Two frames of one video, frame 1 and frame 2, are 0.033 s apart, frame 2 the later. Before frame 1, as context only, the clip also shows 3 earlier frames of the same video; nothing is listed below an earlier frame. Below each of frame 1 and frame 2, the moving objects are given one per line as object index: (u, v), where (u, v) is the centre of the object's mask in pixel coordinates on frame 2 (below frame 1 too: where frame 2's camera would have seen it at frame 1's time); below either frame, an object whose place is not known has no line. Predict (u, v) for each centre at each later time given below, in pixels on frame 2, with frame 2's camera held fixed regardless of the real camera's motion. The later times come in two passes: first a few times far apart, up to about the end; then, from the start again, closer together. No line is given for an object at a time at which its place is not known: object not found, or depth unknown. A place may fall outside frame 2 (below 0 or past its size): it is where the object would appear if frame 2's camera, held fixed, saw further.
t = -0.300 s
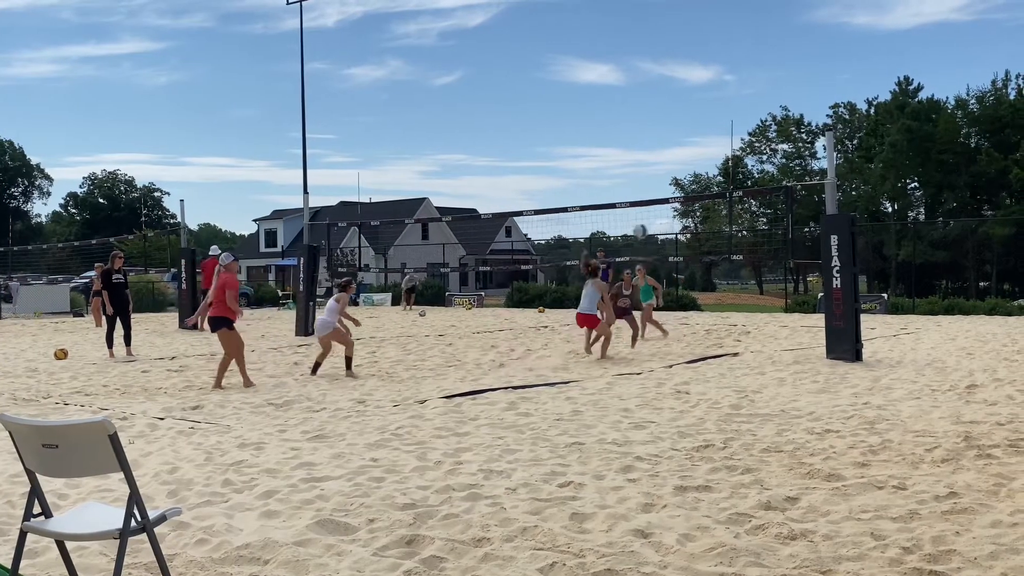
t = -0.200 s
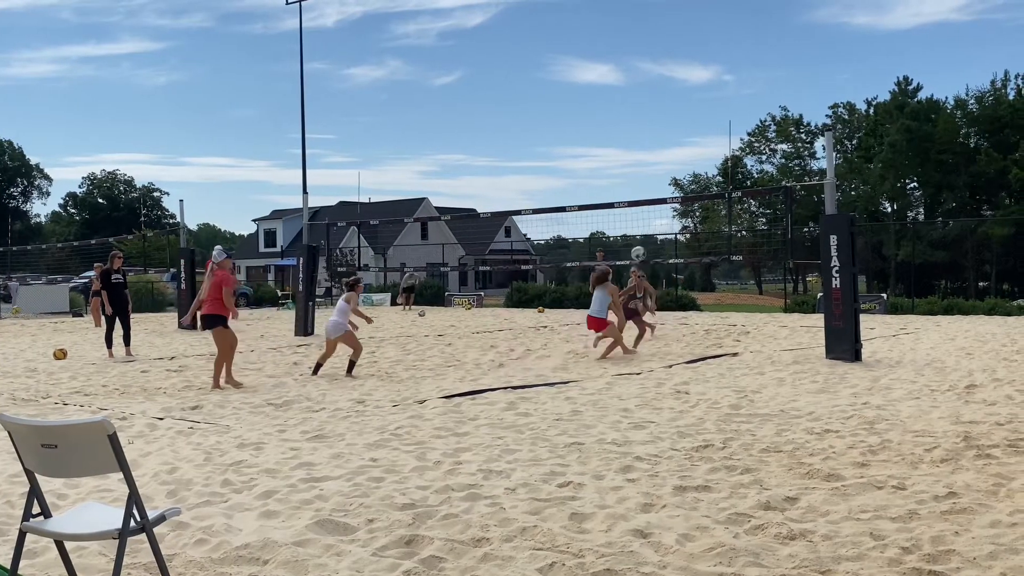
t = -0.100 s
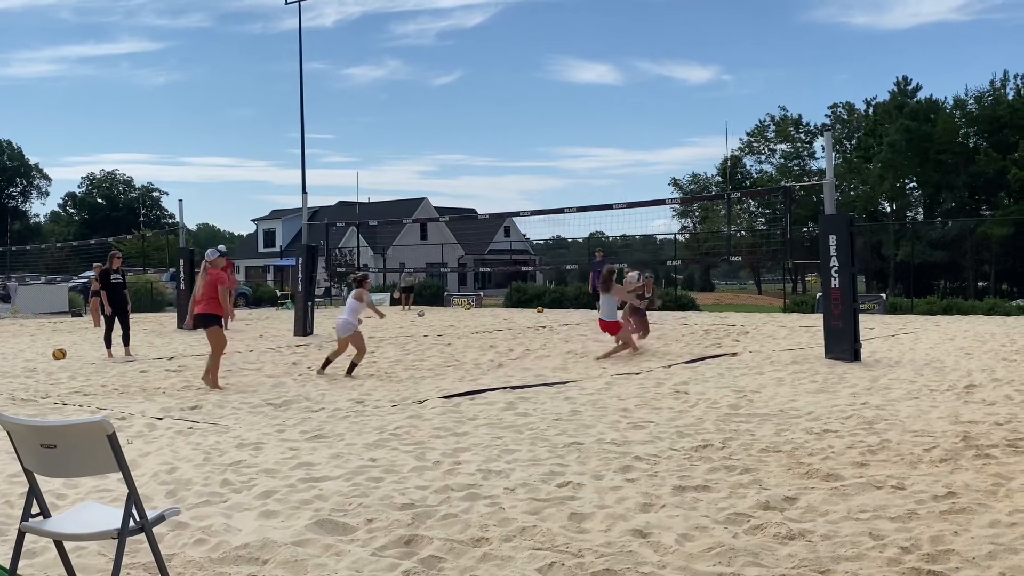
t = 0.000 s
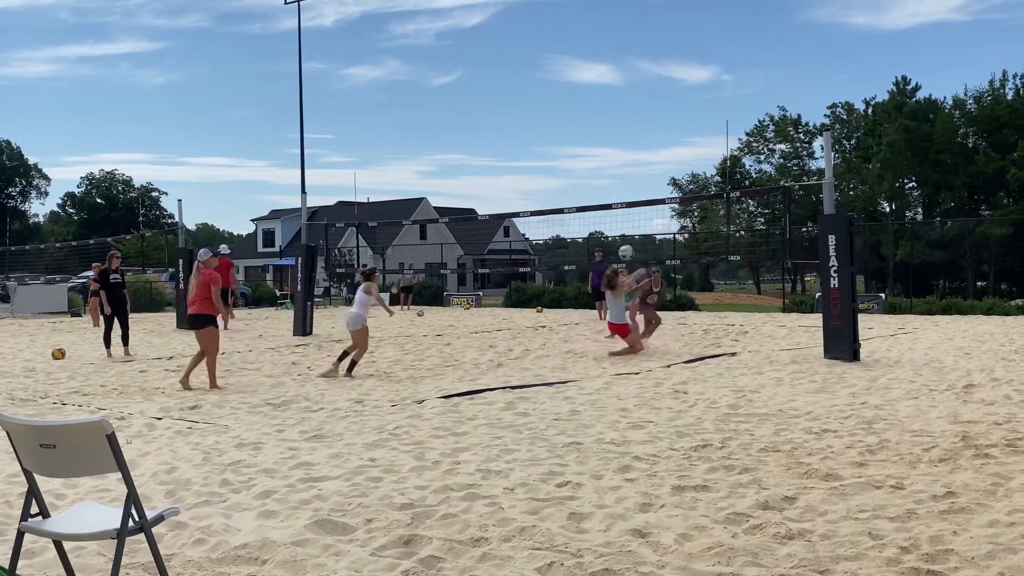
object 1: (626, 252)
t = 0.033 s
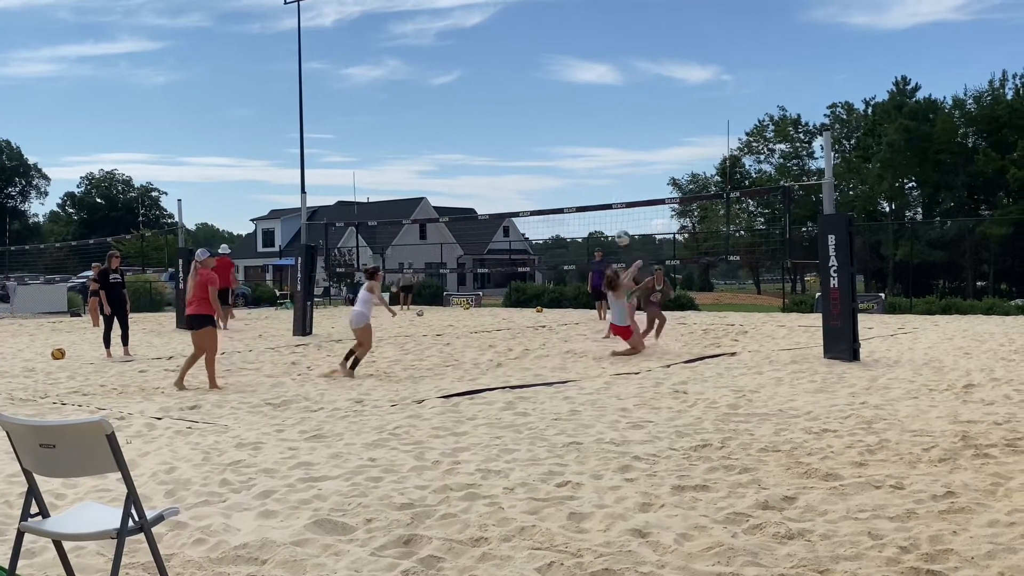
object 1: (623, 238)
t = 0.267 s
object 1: (598, 152)
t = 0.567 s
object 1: (564, 95)
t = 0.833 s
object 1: (531, 98)
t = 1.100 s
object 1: (498, 158)
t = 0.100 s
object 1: (616, 209)
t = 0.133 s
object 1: (613, 197)
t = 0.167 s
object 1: (609, 185)
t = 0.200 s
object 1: (605, 173)
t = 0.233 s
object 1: (602, 162)
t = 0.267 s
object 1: (598, 152)
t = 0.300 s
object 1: (594, 143)
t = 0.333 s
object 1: (591, 134)
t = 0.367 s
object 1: (587, 126)
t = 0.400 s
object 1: (583, 119)
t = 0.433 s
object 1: (579, 113)
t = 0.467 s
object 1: (575, 107)
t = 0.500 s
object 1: (571, 102)
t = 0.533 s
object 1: (568, 98)
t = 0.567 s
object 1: (564, 95)
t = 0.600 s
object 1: (560, 92)
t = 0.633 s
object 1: (556, 90)
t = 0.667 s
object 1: (552, 90)
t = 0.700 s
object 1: (547, 89)
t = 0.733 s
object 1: (543, 90)
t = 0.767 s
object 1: (539, 92)
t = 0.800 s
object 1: (535, 94)
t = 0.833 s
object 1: (531, 98)
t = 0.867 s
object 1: (527, 102)
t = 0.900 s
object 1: (523, 107)
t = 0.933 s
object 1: (518, 113)
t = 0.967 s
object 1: (515, 121)
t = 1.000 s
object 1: (510, 128)
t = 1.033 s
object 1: (506, 138)
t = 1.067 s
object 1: (502, 147)
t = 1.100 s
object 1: (498, 158)
